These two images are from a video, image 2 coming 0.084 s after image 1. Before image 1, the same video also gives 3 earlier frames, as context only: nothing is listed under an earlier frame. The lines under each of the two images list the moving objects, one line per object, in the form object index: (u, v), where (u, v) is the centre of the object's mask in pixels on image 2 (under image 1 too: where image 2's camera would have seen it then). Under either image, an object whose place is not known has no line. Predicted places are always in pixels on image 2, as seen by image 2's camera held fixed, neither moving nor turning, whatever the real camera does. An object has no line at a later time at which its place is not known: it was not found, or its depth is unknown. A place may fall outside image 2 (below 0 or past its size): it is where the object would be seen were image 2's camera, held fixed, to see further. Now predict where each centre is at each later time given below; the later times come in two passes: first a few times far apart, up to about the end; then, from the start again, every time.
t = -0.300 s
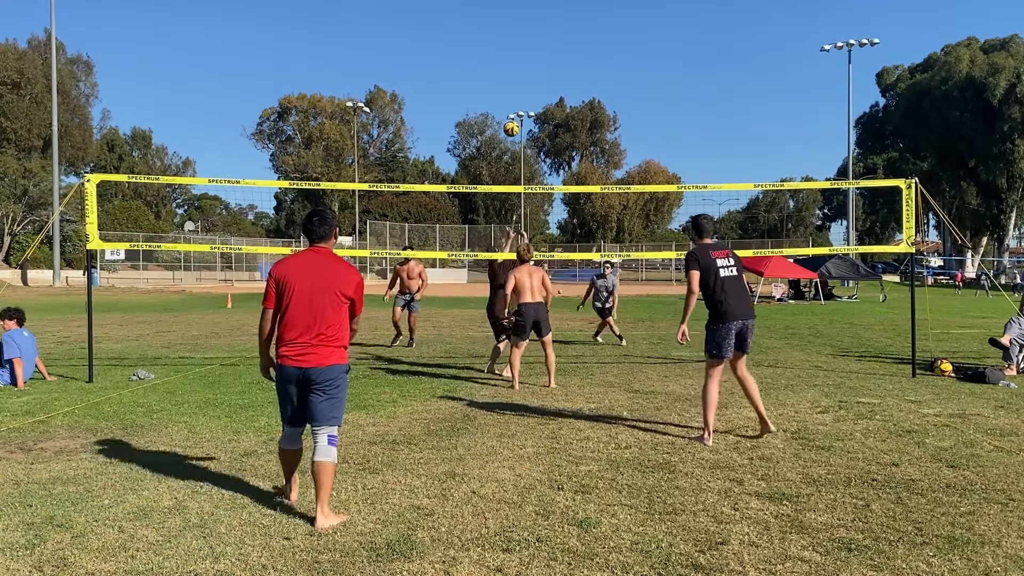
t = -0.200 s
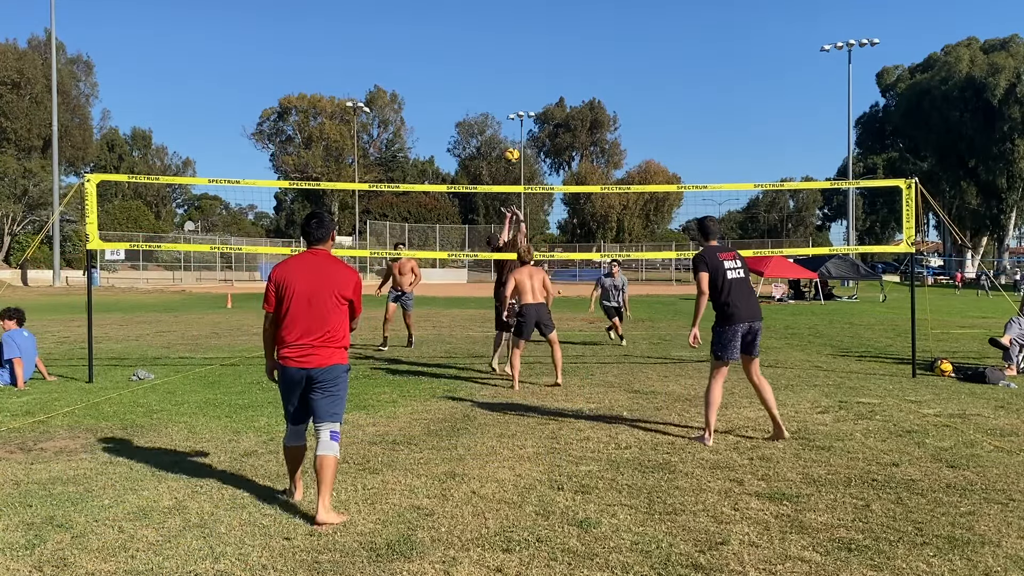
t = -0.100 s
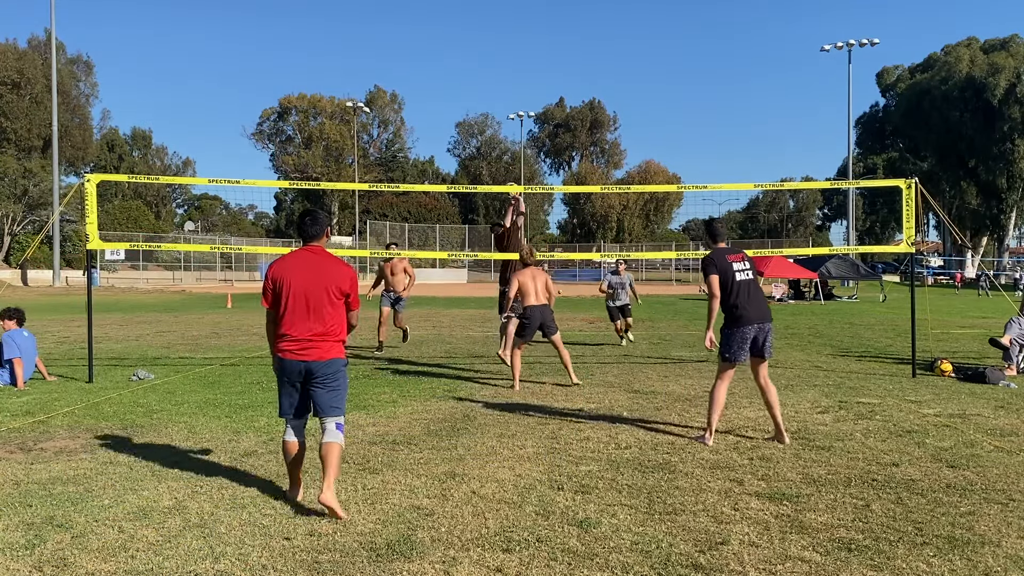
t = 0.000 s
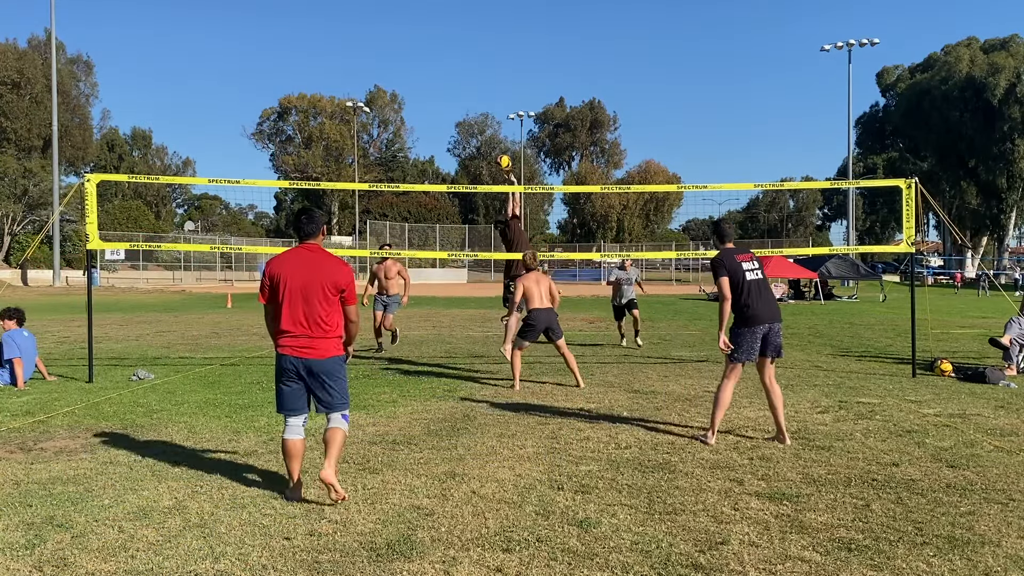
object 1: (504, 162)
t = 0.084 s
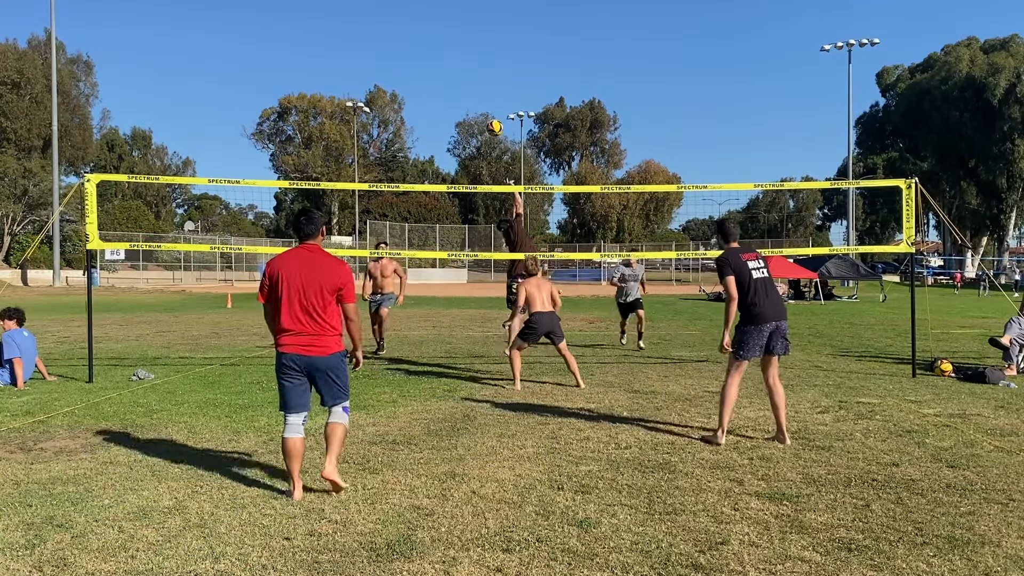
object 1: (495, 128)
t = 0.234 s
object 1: (480, 78)
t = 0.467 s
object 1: (461, 38)
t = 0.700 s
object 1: (442, 40)
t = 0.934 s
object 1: (426, 81)
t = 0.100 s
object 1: (493, 121)
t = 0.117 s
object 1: (491, 115)
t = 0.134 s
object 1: (490, 109)
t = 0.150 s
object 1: (488, 103)
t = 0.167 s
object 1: (487, 98)
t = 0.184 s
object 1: (485, 93)
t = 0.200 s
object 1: (484, 88)
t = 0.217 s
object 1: (482, 83)
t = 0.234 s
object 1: (480, 78)
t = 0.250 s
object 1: (479, 74)
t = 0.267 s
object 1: (477, 70)
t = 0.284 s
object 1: (476, 66)
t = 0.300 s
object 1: (475, 62)
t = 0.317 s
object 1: (473, 59)
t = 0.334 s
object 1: (472, 56)
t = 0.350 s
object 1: (470, 53)
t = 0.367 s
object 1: (469, 50)
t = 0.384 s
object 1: (467, 47)
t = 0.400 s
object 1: (466, 45)
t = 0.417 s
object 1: (465, 43)
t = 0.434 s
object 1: (463, 41)
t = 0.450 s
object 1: (462, 39)
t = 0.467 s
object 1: (461, 38)
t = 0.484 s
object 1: (459, 37)
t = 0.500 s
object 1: (458, 36)
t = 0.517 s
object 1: (457, 35)
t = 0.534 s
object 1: (455, 34)
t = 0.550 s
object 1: (454, 34)
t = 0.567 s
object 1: (453, 34)
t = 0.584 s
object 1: (451, 34)
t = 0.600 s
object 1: (450, 34)
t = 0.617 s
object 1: (449, 34)
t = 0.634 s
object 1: (448, 35)
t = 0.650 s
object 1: (446, 36)
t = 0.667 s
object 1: (445, 37)
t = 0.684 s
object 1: (444, 38)
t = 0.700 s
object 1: (442, 40)
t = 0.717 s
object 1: (441, 41)
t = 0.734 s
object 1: (440, 43)
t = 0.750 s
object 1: (439, 45)
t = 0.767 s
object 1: (438, 48)
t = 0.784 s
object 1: (437, 50)
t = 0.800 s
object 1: (435, 53)
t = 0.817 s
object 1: (434, 56)
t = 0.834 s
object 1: (433, 59)
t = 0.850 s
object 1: (432, 62)
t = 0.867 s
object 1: (431, 66)
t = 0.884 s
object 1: (430, 69)
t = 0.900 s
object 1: (428, 73)
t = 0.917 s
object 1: (427, 77)
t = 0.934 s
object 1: (426, 81)
